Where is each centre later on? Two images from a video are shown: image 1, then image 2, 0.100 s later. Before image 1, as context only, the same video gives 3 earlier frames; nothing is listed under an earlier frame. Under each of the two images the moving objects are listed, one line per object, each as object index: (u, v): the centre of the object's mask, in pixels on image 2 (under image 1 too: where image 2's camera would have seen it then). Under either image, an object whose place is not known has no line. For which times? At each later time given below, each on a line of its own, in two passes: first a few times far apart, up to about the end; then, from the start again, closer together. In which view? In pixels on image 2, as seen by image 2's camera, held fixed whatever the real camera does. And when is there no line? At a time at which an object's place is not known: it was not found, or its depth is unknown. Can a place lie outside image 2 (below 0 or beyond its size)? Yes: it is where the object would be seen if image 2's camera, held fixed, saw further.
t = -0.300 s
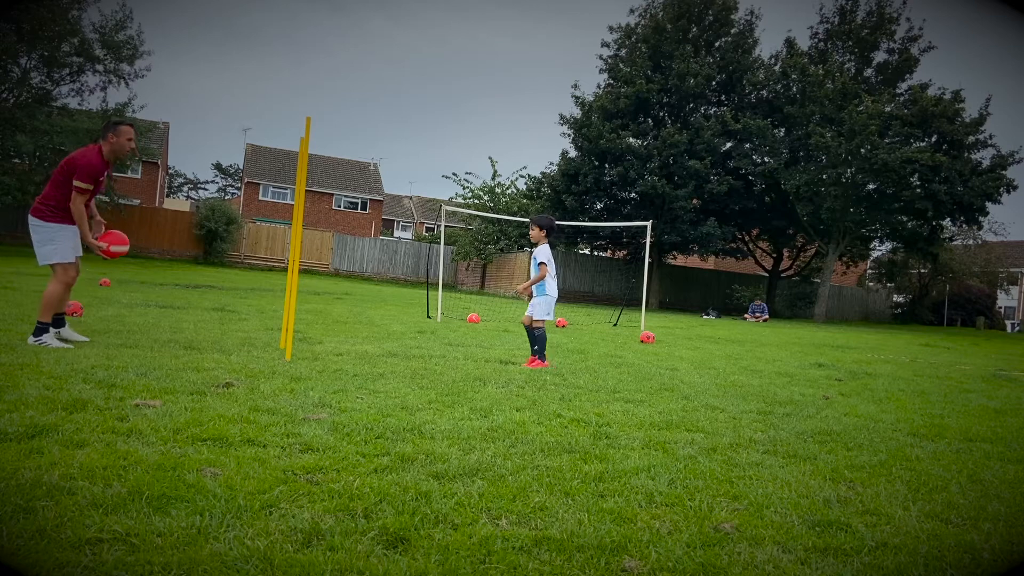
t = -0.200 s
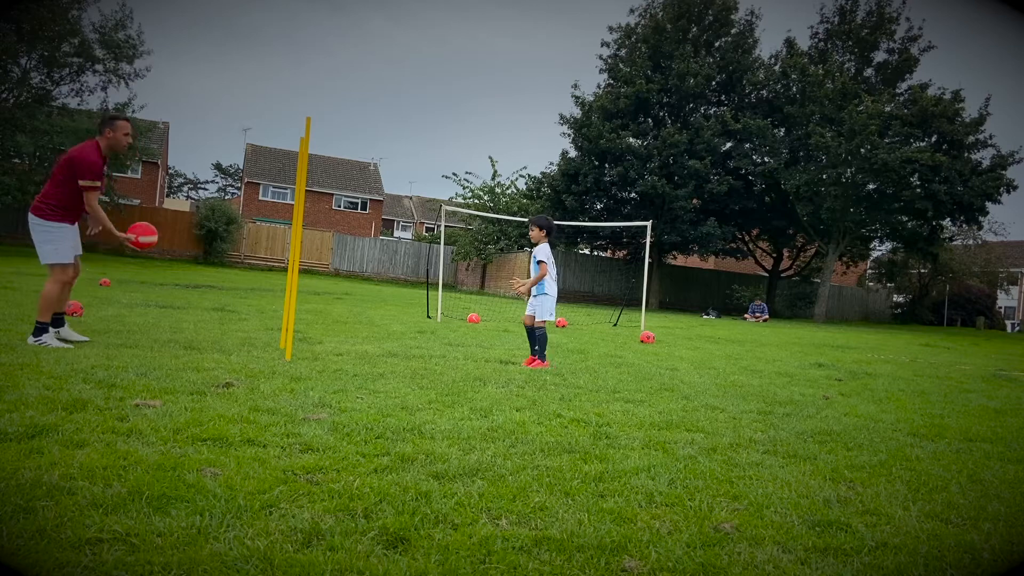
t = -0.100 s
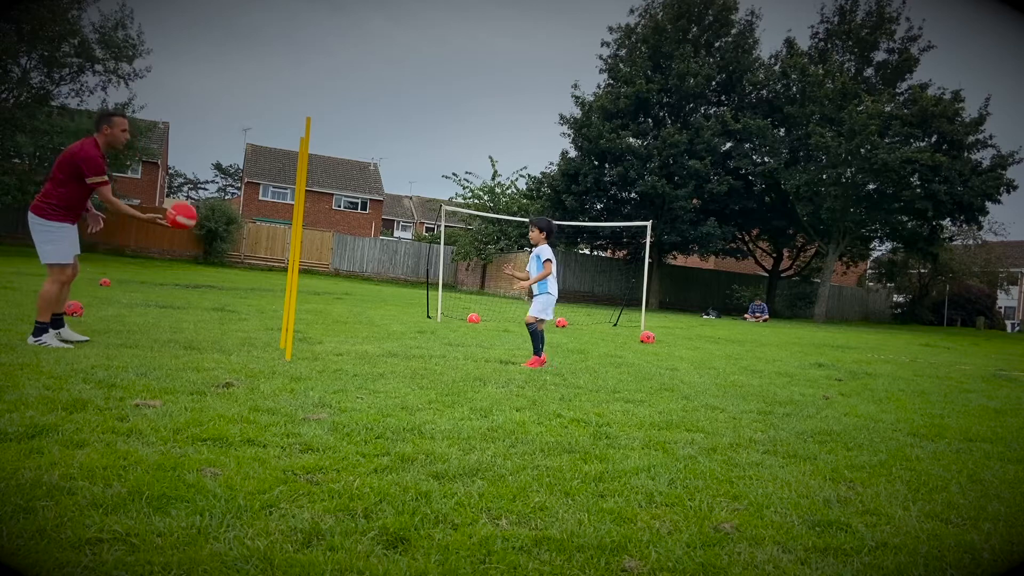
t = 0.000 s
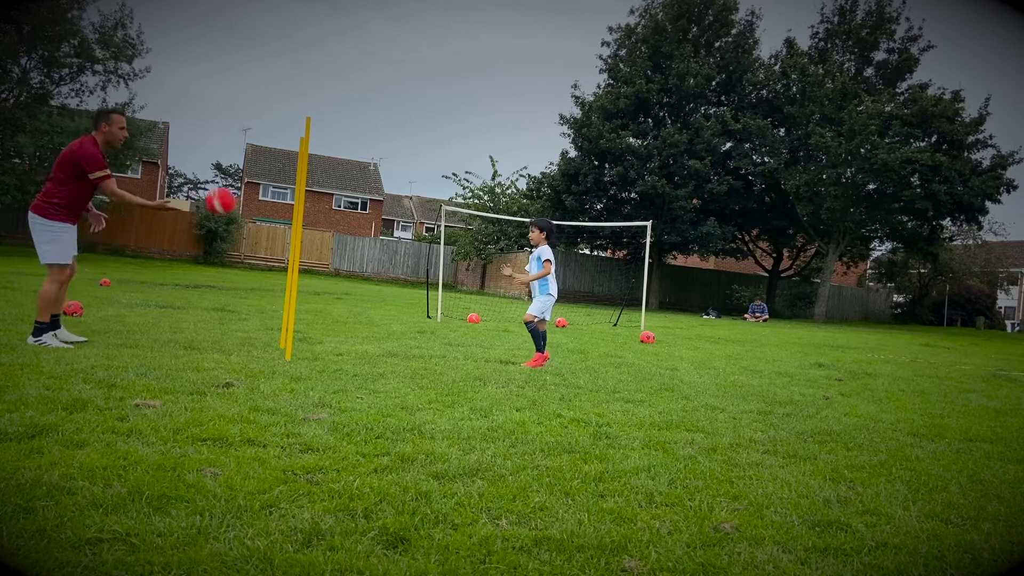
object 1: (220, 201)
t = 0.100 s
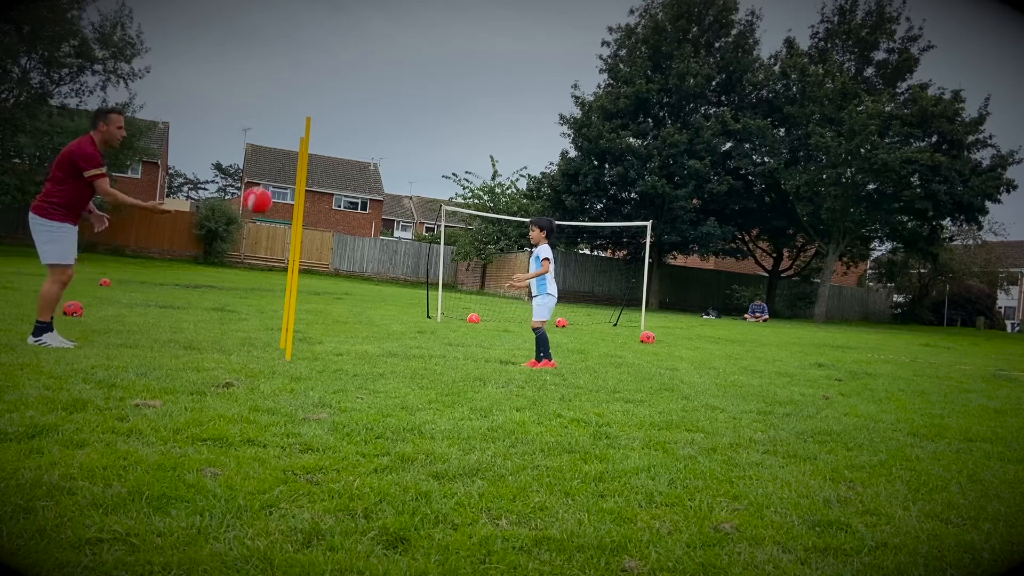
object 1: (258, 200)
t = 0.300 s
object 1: (324, 237)
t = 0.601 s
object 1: (406, 335)
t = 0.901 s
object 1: (465, 292)
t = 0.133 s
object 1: (269, 202)
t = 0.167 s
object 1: (280, 207)
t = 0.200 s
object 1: (289, 212)
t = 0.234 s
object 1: (303, 219)
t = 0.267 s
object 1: (314, 227)
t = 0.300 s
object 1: (324, 237)
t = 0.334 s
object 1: (334, 248)
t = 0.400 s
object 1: (354, 274)
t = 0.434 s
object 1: (363, 289)
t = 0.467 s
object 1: (373, 306)
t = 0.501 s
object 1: (382, 323)
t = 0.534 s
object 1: (391, 342)
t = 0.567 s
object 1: (399, 347)
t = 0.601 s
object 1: (406, 335)
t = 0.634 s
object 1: (413, 325)
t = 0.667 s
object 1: (420, 316)
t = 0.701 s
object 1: (427, 308)
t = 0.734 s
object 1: (434, 302)
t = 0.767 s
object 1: (440, 297)
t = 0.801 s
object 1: (447, 294)
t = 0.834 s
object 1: (453, 291)
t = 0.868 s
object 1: (459, 291)
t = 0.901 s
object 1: (465, 292)
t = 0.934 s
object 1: (471, 294)
